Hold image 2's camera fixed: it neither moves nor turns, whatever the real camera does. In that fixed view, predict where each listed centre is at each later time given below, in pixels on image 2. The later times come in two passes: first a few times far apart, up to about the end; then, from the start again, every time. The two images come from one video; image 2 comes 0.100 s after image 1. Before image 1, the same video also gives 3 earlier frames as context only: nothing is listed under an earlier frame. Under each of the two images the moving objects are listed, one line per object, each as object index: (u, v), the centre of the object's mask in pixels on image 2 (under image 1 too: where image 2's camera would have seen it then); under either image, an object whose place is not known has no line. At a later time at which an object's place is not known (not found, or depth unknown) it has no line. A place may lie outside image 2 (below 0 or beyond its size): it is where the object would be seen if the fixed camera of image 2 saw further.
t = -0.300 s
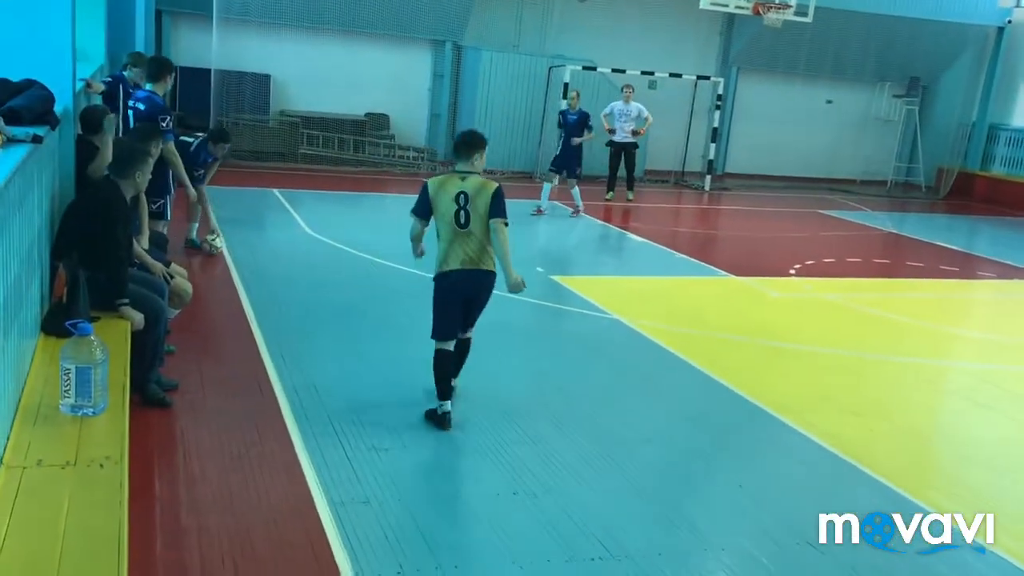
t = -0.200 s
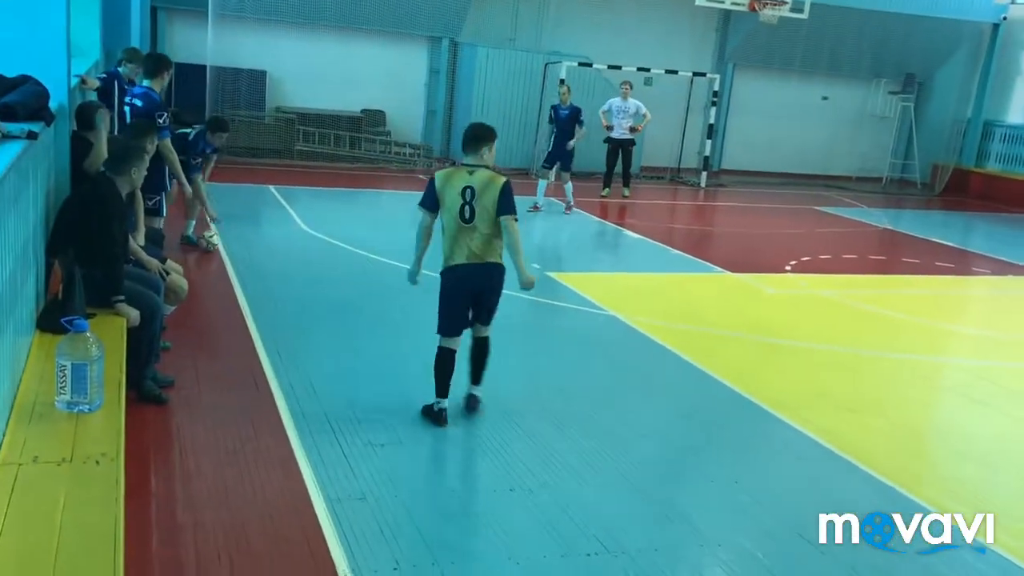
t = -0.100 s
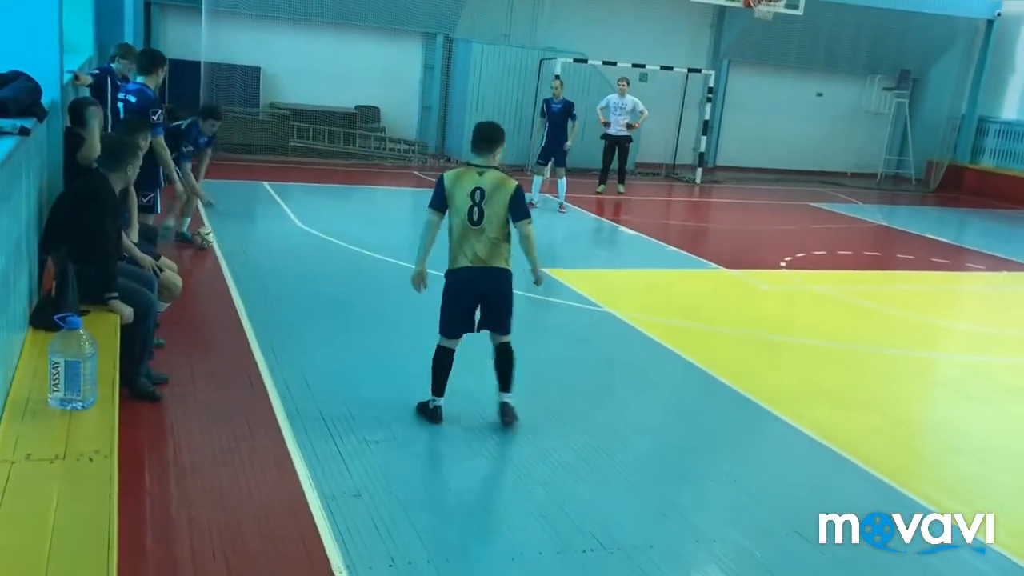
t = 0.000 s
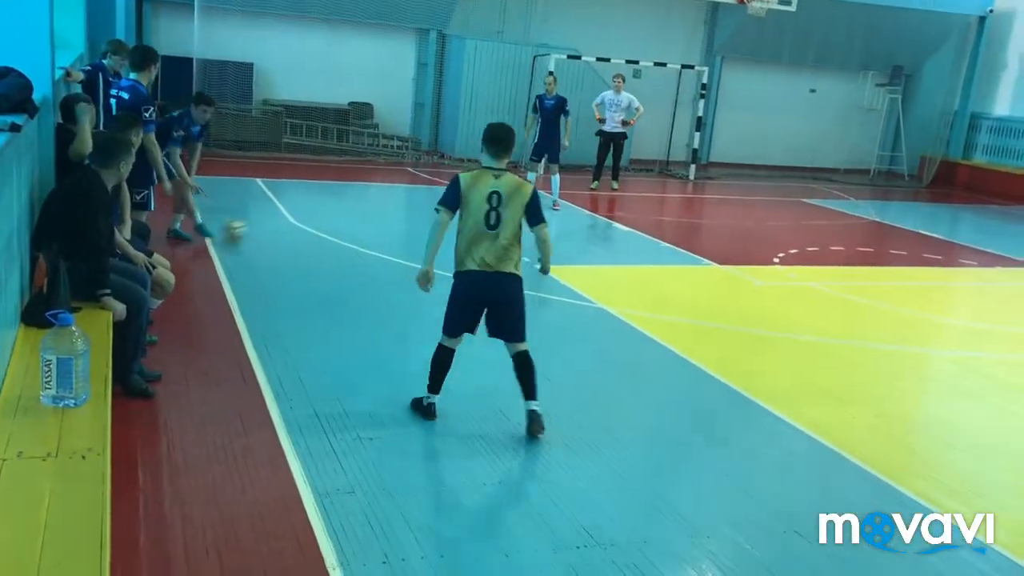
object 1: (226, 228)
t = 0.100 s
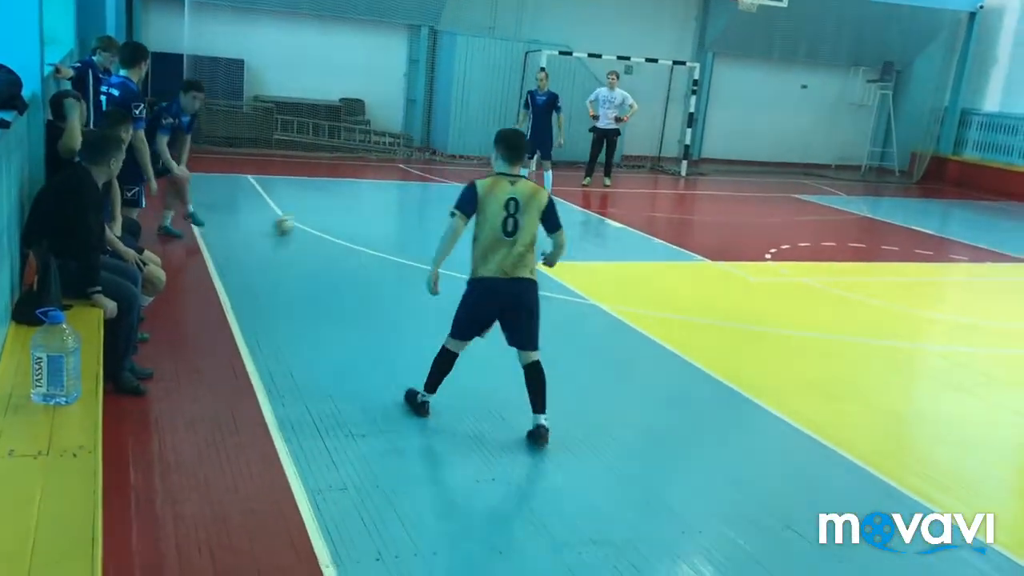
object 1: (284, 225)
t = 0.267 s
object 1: (363, 222)
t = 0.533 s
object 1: (454, 216)
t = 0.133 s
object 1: (302, 225)
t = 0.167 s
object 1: (318, 224)
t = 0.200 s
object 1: (336, 223)
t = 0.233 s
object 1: (349, 223)
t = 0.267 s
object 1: (363, 222)
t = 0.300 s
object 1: (377, 220)
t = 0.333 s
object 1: (390, 220)
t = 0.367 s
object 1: (402, 219)
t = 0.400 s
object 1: (414, 218)
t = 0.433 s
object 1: (425, 217)
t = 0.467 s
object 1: (436, 217)
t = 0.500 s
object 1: (445, 216)
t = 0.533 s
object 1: (454, 216)
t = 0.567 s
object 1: (463, 214)
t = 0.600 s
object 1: (471, 214)
